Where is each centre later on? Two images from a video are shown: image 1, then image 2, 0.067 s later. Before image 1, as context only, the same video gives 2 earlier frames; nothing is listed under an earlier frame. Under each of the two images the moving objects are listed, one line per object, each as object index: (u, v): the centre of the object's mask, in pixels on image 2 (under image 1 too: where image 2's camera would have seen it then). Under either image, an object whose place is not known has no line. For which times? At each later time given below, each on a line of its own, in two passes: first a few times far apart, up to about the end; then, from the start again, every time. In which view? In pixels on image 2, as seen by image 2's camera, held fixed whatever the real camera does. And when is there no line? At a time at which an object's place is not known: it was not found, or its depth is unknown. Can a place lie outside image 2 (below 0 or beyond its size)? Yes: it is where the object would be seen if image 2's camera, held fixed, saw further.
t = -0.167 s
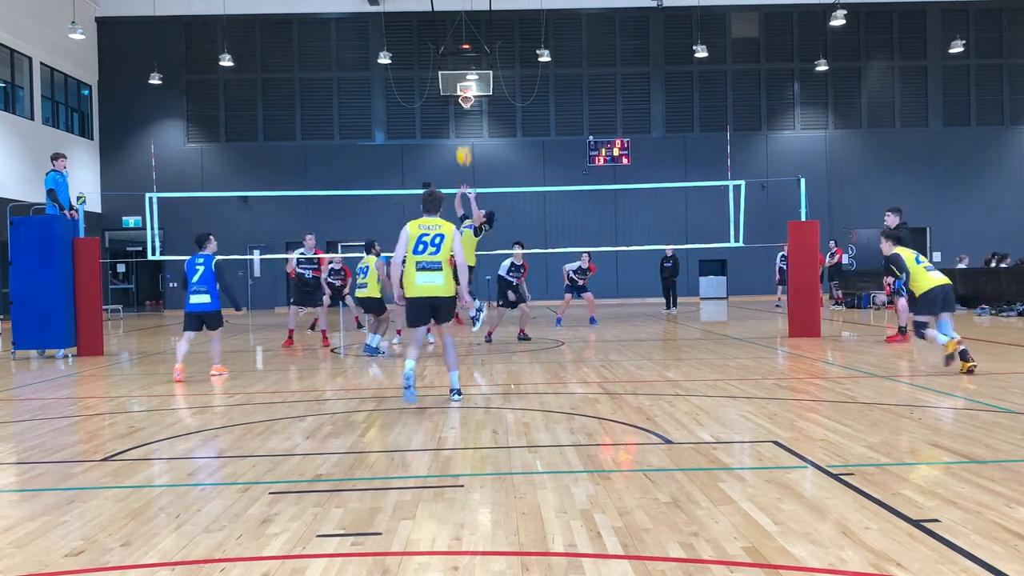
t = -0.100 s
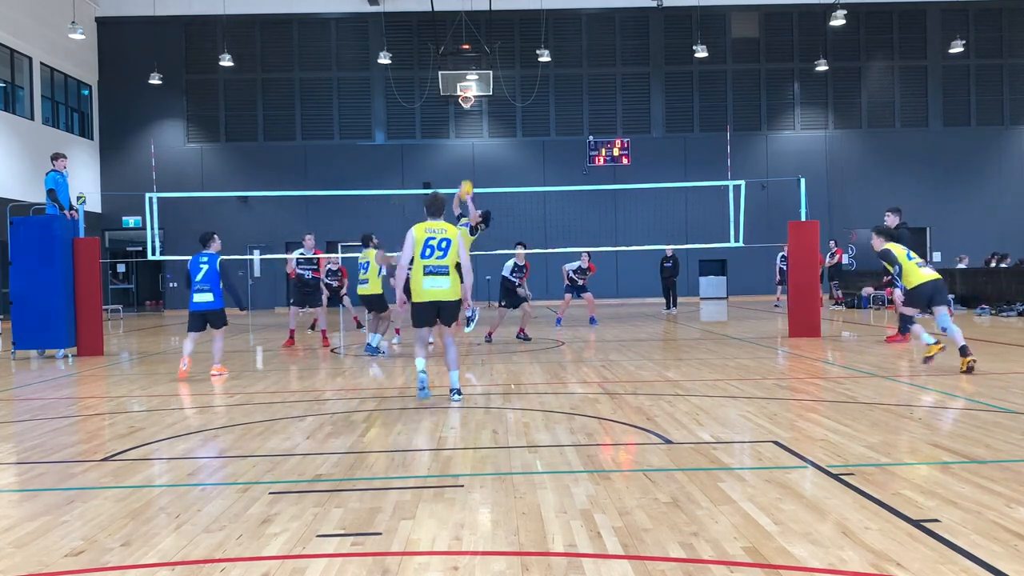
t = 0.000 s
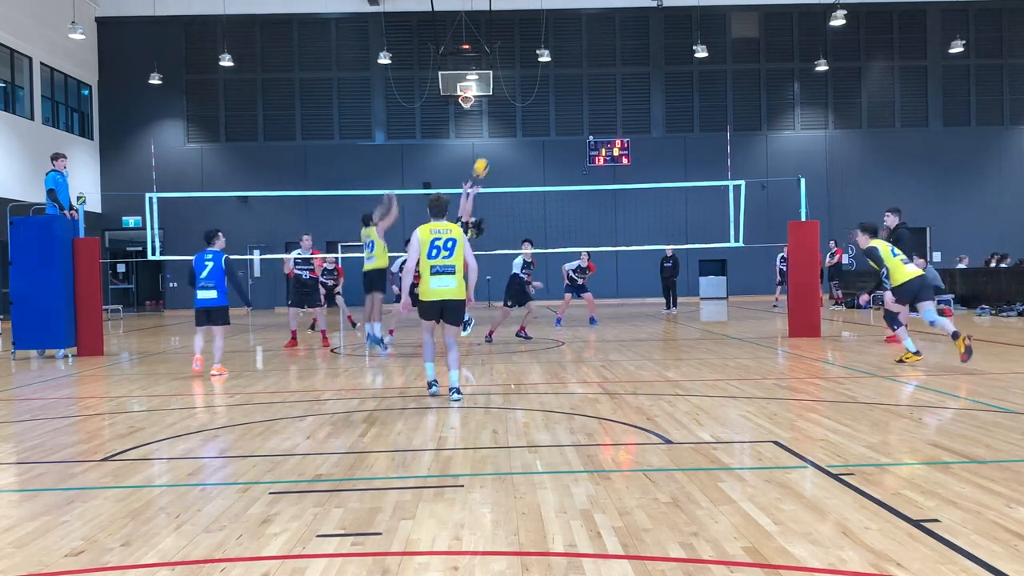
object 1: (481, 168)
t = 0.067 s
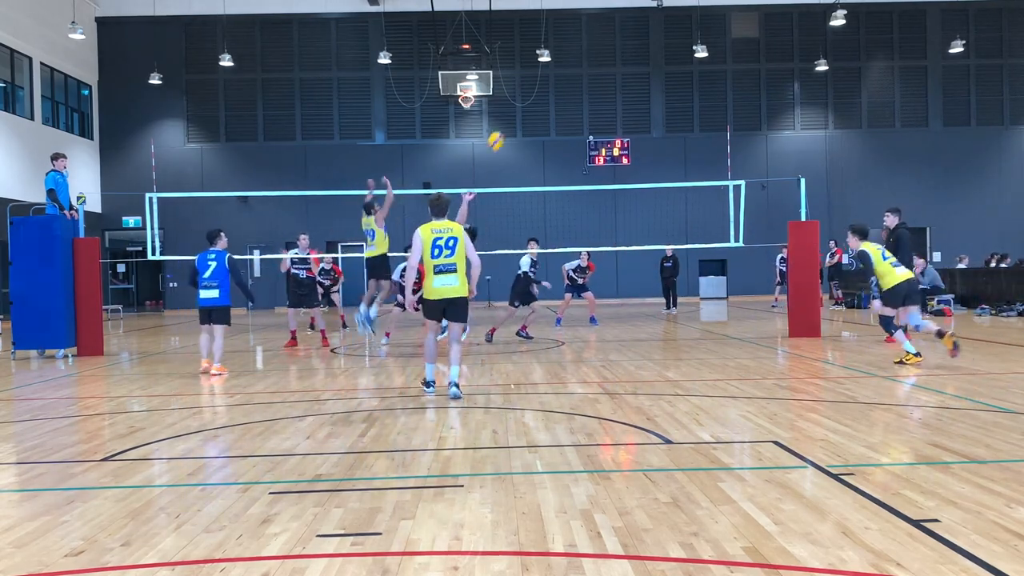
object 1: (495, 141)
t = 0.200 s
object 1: (526, 97)
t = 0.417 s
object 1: (572, 53)
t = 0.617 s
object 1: (614, 42)
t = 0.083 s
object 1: (500, 134)
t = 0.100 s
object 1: (503, 129)
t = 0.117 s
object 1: (507, 123)
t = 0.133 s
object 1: (511, 117)
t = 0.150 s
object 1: (515, 112)
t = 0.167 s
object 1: (519, 106)
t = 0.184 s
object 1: (522, 102)
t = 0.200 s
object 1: (526, 97)
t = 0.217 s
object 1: (529, 93)
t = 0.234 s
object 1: (533, 88)
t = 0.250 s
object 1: (536, 84)
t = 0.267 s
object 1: (540, 80)
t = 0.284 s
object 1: (544, 76)
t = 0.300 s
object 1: (547, 72)
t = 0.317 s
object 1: (551, 68)
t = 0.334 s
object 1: (554, 66)
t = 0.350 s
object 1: (558, 62)
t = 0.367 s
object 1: (562, 60)
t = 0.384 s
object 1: (565, 57)
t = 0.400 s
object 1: (569, 55)
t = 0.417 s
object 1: (572, 53)
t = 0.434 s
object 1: (576, 50)
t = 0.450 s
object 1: (579, 49)
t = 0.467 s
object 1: (583, 47)
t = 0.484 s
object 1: (586, 46)
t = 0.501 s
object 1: (590, 45)
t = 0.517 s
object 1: (593, 44)
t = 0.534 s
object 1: (597, 43)
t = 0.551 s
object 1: (600, 42)
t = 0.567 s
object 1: (604, 42)
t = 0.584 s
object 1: (607, 42)
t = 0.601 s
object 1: (610, 42)
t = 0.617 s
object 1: (614, 42)
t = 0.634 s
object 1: (617, 42)
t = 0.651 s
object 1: (621, 43)
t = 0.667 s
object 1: (624, 44)
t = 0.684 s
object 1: (628, 45)
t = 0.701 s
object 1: (631, 46)
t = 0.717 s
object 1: (635, 47)
